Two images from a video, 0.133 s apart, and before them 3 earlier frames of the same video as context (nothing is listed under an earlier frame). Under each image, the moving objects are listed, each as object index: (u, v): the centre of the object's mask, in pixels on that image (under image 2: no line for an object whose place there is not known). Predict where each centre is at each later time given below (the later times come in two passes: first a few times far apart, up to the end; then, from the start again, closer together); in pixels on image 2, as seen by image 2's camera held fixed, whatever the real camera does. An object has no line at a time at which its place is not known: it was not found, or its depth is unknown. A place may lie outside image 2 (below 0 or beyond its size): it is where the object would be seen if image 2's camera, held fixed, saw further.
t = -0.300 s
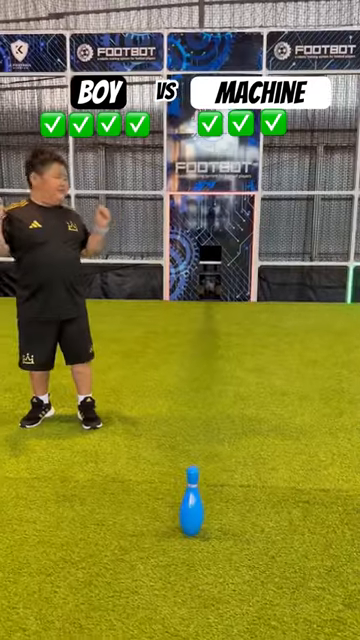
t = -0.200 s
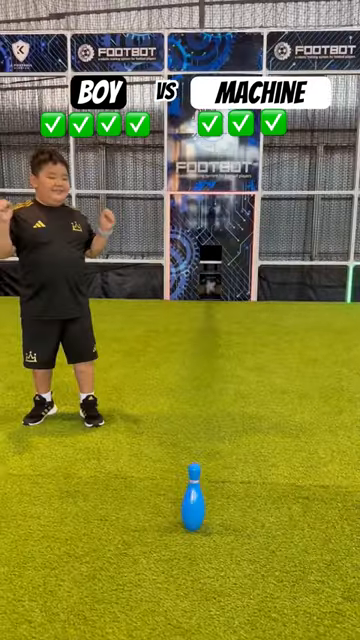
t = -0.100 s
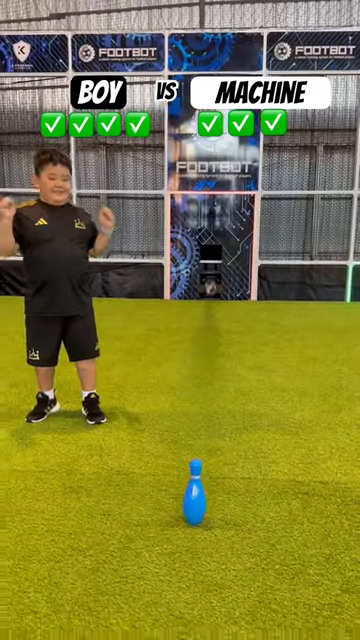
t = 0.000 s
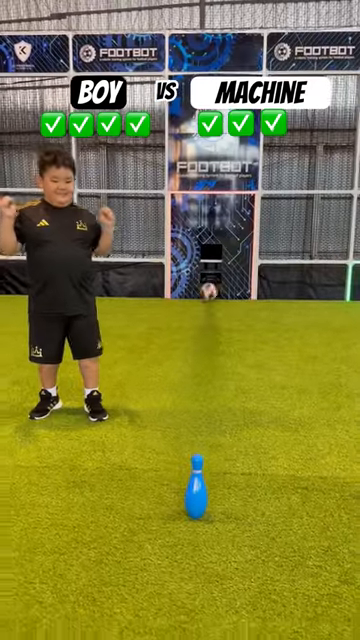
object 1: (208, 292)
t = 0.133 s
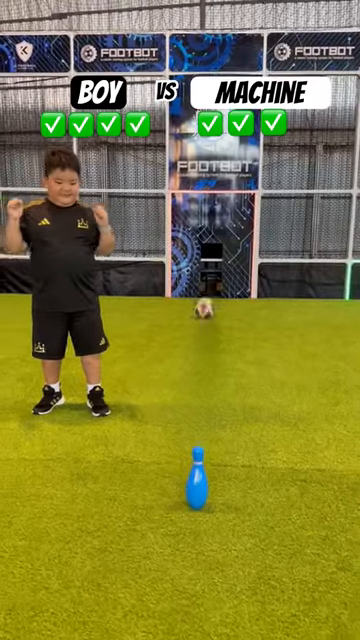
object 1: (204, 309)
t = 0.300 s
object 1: (196, 333)
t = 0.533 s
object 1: (176, 384)
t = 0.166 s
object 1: (203, 311)
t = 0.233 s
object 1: (201, 319)
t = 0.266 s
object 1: (198, 328)
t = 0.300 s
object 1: (196, 333)
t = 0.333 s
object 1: (194, 338)
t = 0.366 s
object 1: (191, 345)
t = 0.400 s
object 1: (189, 353)
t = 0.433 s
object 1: (186, 362)
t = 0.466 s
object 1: (184, 367)
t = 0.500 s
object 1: (181, 374)
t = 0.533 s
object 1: (176, 384)
